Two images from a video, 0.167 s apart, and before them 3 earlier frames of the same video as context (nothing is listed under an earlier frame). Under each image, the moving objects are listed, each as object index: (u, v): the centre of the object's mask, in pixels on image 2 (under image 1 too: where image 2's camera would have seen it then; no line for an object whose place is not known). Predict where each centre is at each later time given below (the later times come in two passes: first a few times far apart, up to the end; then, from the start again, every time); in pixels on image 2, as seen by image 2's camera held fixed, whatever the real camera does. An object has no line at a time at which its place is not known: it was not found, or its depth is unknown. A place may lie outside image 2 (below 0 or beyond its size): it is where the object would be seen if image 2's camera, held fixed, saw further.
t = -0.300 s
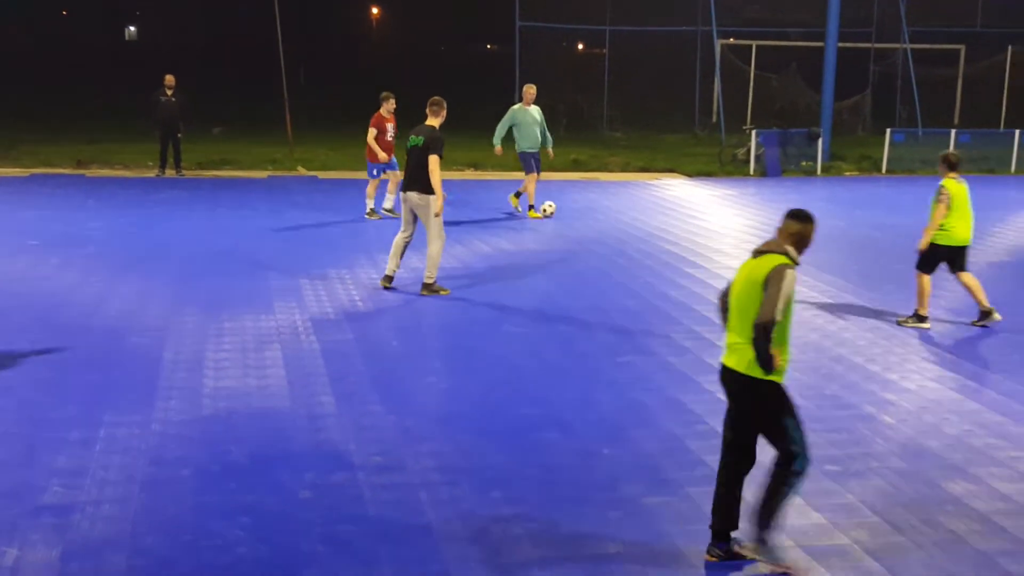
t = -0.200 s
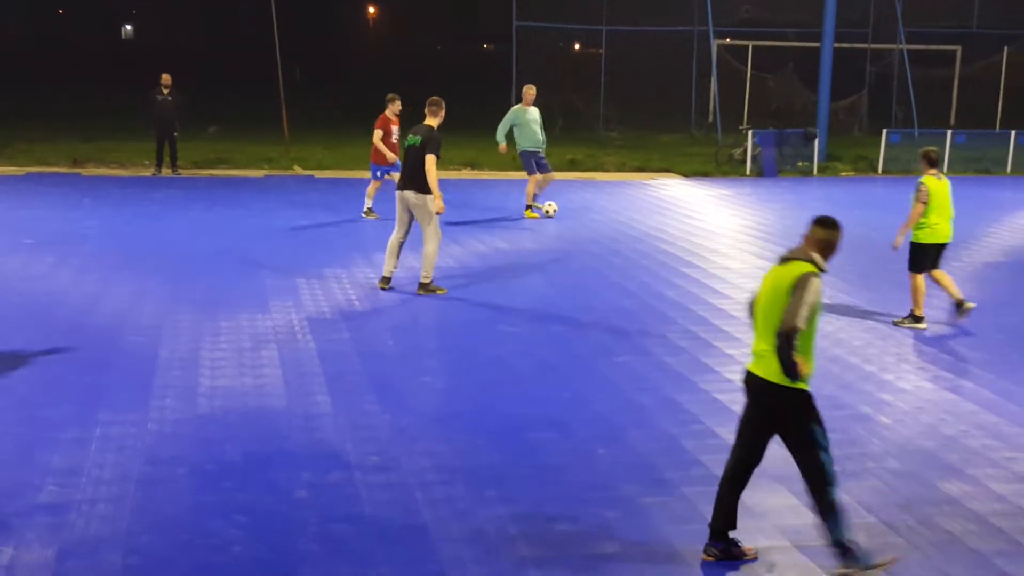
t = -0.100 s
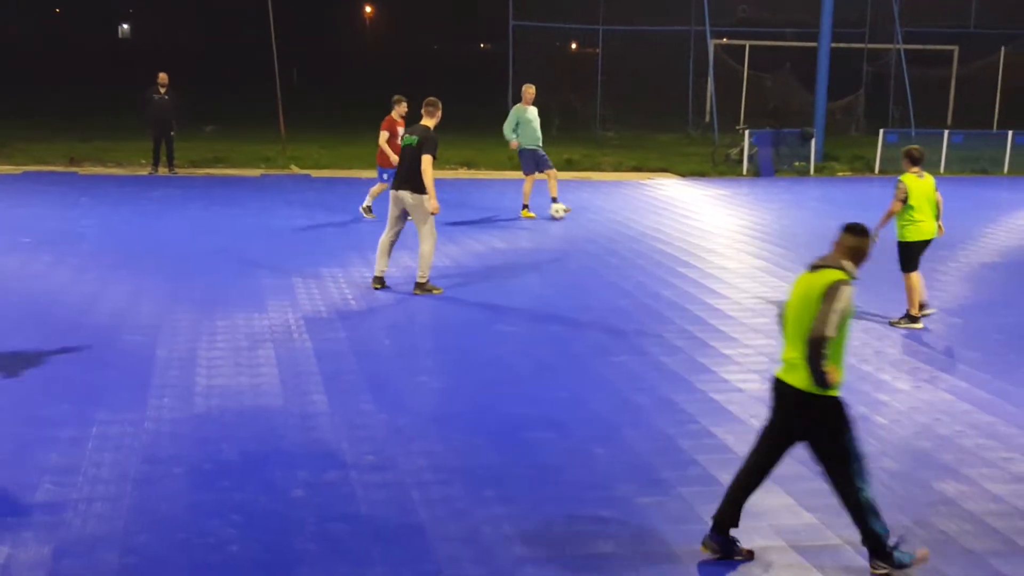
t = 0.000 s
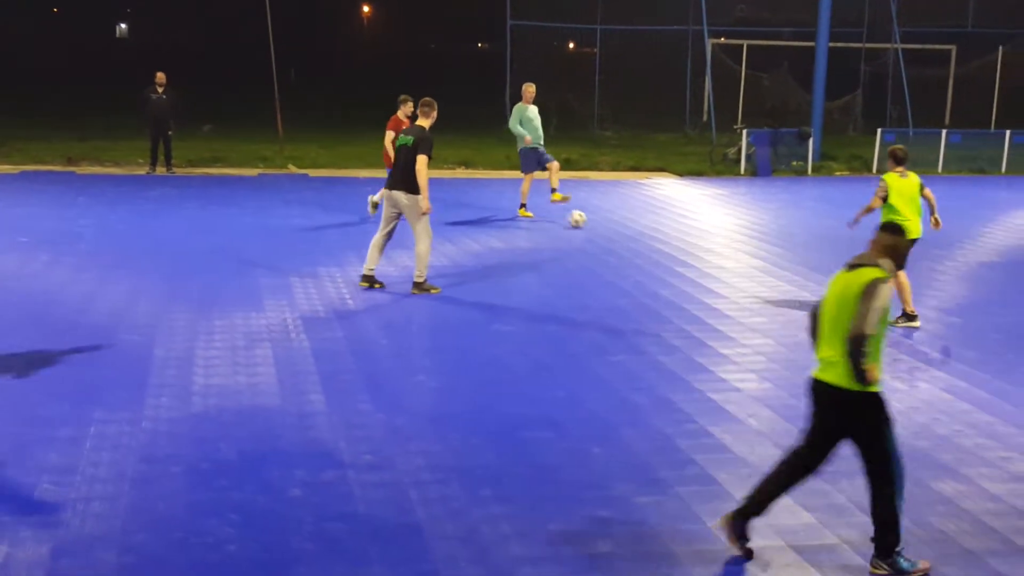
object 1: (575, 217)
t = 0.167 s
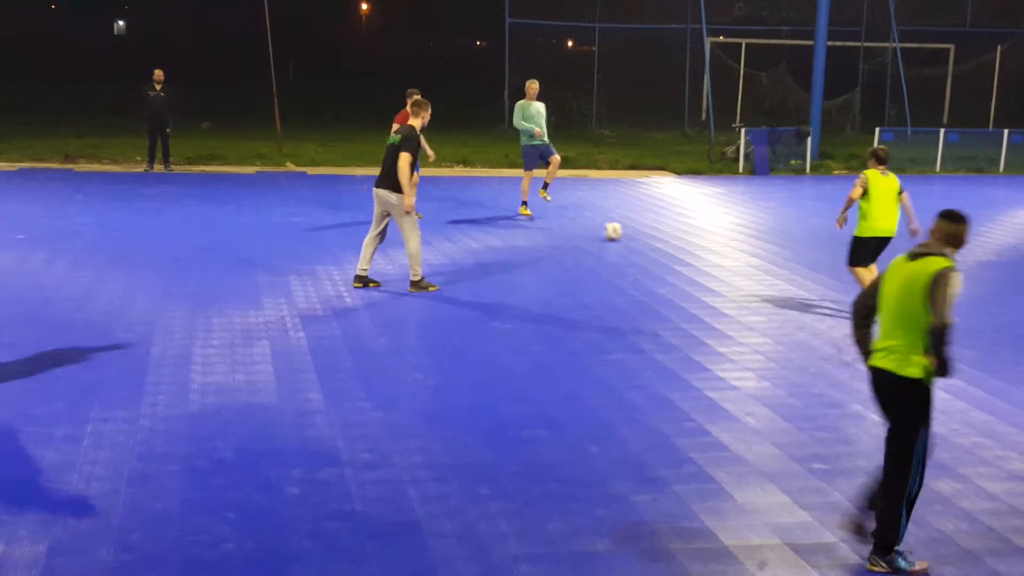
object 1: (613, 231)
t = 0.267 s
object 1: (636, 239)
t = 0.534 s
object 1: (698, 268)
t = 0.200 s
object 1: (621, 233)
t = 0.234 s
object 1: (628, 236)
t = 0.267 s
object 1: (636, 239)
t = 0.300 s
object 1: (643, 243)
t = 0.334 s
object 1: (652, 246)
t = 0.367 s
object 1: (659, 249)
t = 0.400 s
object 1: (667, 252)
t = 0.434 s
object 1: (675, 256)
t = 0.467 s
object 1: (682, 260)
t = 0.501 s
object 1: (690, 263)
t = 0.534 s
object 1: (698, 268)
